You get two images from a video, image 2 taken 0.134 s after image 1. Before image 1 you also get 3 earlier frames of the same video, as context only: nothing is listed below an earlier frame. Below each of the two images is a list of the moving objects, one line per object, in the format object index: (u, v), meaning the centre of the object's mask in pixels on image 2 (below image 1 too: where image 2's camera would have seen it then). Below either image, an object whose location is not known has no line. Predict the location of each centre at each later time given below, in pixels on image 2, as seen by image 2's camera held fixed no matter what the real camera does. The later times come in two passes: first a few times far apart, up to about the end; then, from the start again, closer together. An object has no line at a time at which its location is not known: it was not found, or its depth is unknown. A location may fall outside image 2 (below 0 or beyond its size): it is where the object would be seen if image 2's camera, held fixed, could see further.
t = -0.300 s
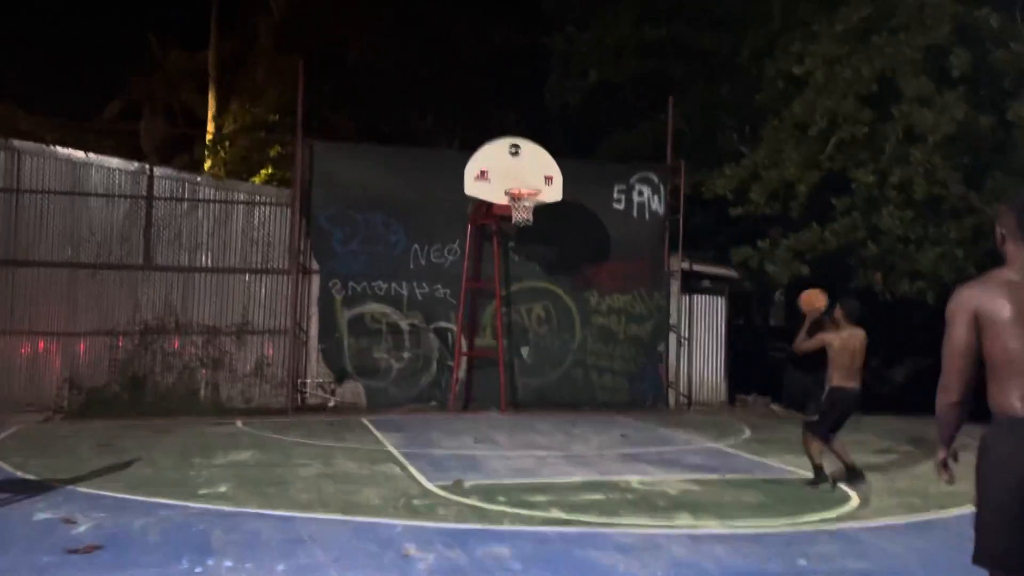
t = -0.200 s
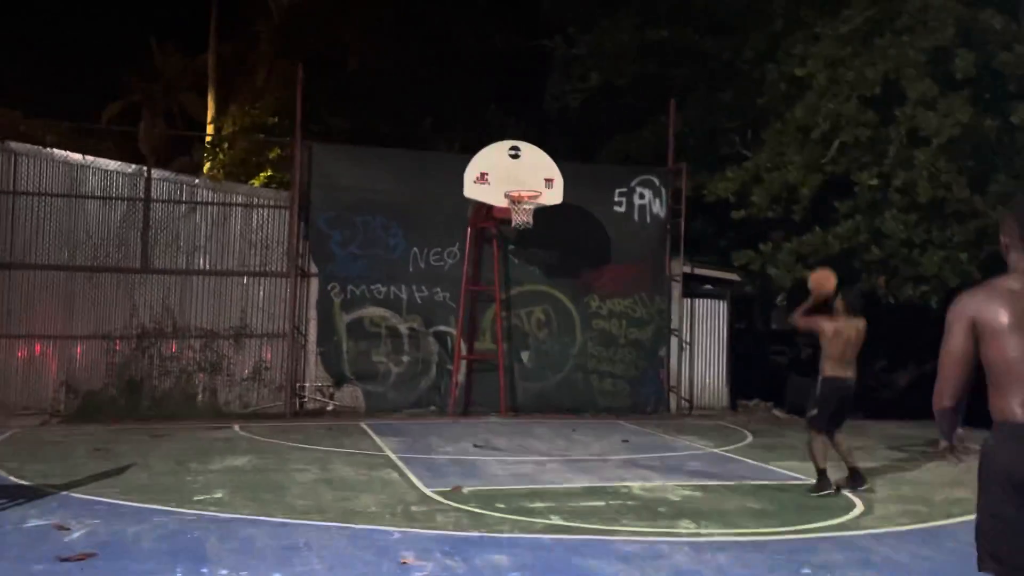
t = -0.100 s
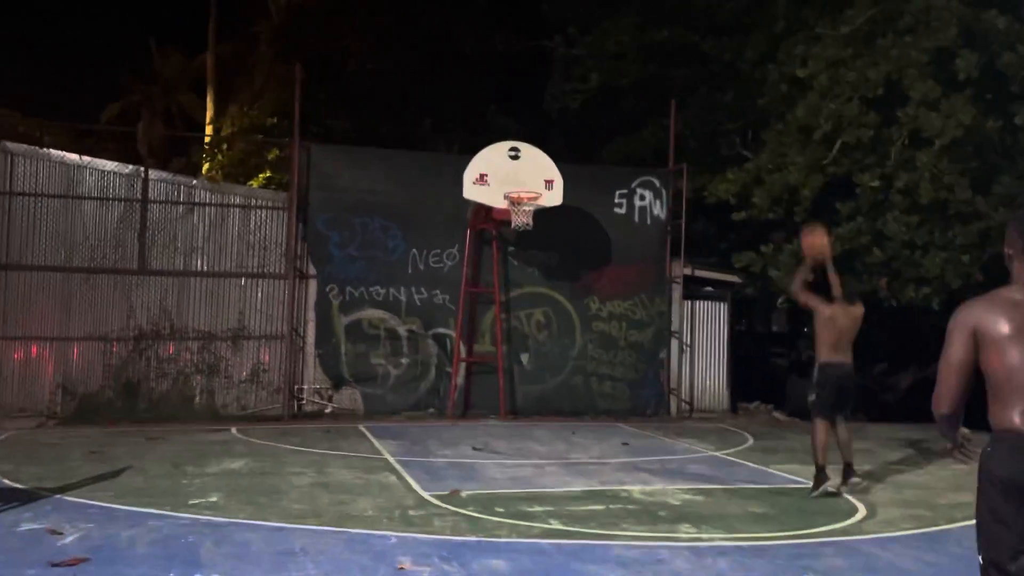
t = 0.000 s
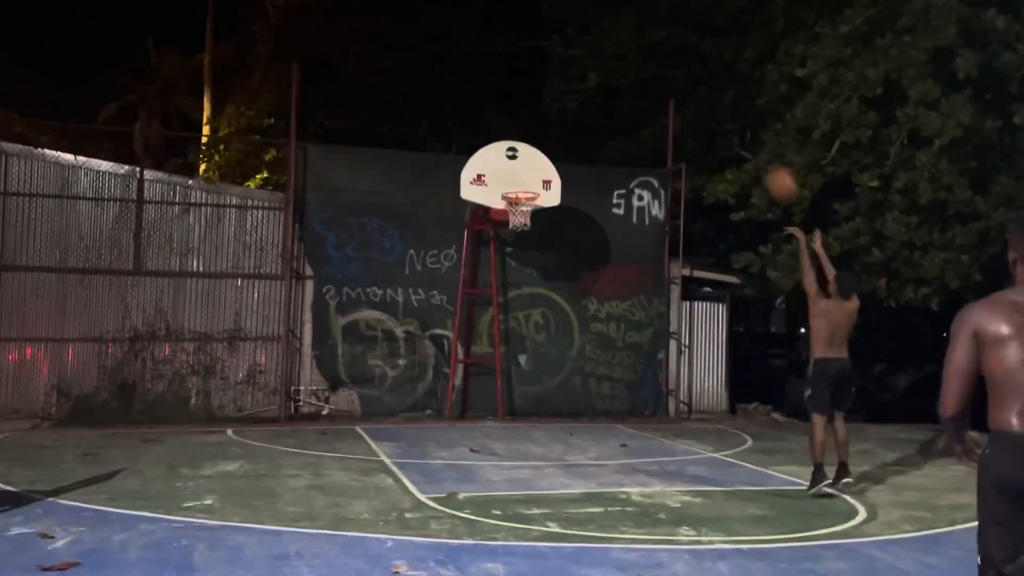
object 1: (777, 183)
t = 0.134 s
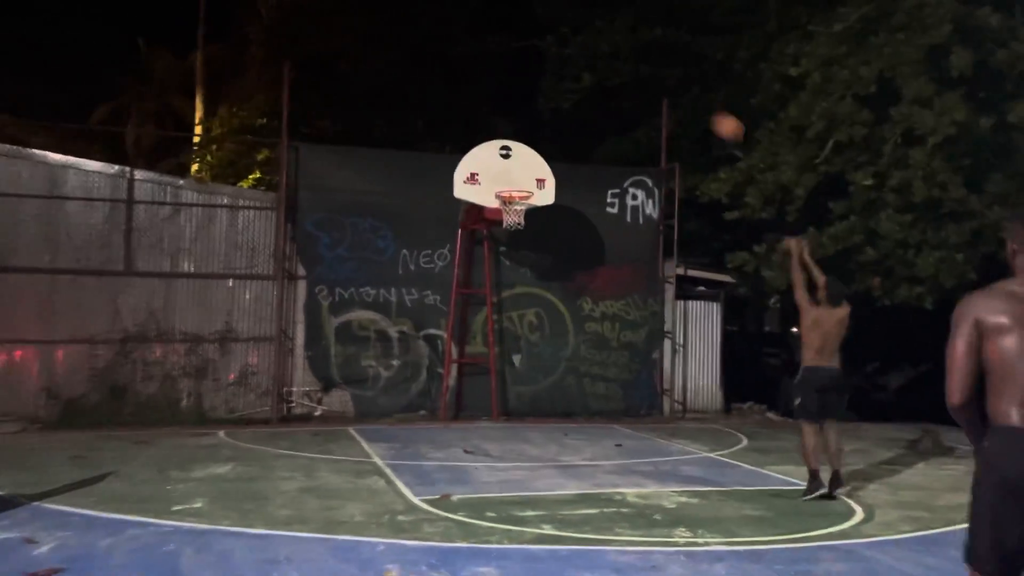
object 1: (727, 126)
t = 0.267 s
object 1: (683, 94)
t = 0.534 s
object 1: (609, 83)
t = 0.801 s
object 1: (543, 132)
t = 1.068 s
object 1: (514, 217)
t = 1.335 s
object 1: (550, 292)
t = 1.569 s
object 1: (579, 404)
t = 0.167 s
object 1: (715, 117)
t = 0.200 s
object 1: (705, 108)
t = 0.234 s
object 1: (694, 100)
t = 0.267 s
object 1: (683, 94)
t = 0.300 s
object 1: (673, 89)
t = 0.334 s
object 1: (663, 85)
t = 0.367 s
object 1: (653, 82)
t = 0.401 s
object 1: (645, 80)
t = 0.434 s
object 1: (635, 79)
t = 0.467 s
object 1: (626, 80)
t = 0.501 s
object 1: (617, 81)
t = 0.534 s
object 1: (609, 83)
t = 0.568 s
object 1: (598, 86)
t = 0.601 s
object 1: (591, 90)
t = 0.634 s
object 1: (582, 94)
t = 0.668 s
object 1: (574, 101)
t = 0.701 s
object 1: (566, 107)
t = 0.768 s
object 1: (550, 123)
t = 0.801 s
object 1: (543, 132)
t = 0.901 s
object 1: (521, 165)
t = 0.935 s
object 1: (513, 176)
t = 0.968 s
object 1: (507, 192)
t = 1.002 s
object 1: (505, 196)
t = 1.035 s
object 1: (507, 202)
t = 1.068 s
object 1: (514, 217)
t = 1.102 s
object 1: (520, 224)
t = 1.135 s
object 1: (524, 231)
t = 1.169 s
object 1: (528, 239)
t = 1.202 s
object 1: (533, 249)
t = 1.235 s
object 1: (537, 259)
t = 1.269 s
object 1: (542, 269)
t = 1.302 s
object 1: (546, 282)
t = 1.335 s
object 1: (550, 292)
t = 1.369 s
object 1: (554, 305)
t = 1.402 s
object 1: (559, 321)
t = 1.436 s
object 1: (563, 337)
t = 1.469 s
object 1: (567, 352)
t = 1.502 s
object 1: (571, 370)
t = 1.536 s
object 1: (575, 386)
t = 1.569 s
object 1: (579, 404)
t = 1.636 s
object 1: (587, 423)
